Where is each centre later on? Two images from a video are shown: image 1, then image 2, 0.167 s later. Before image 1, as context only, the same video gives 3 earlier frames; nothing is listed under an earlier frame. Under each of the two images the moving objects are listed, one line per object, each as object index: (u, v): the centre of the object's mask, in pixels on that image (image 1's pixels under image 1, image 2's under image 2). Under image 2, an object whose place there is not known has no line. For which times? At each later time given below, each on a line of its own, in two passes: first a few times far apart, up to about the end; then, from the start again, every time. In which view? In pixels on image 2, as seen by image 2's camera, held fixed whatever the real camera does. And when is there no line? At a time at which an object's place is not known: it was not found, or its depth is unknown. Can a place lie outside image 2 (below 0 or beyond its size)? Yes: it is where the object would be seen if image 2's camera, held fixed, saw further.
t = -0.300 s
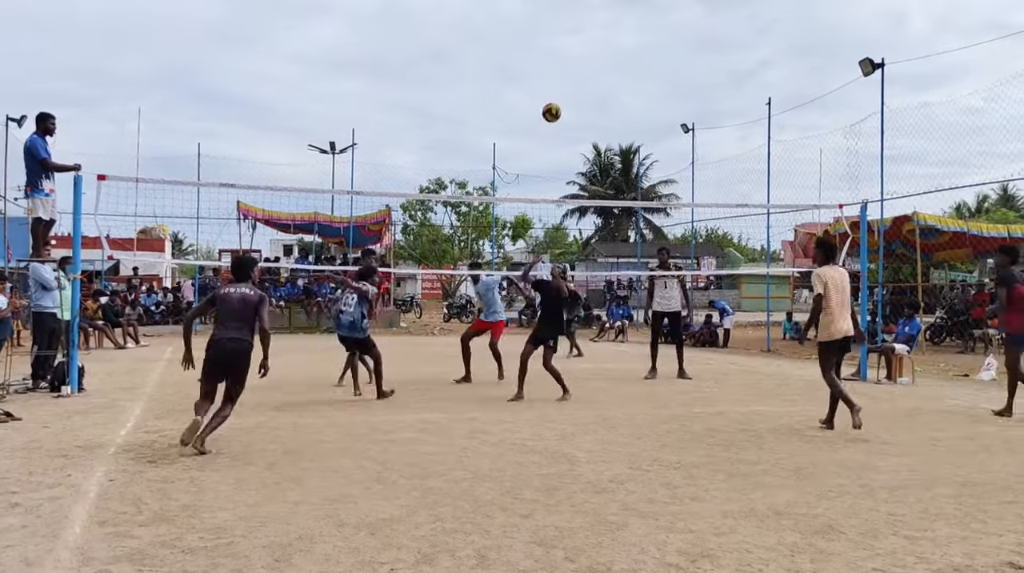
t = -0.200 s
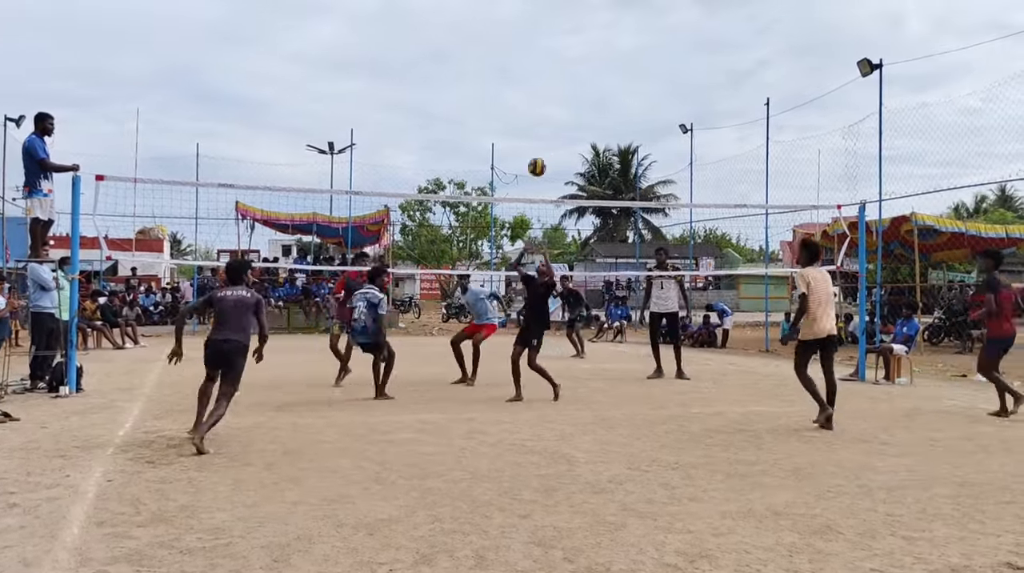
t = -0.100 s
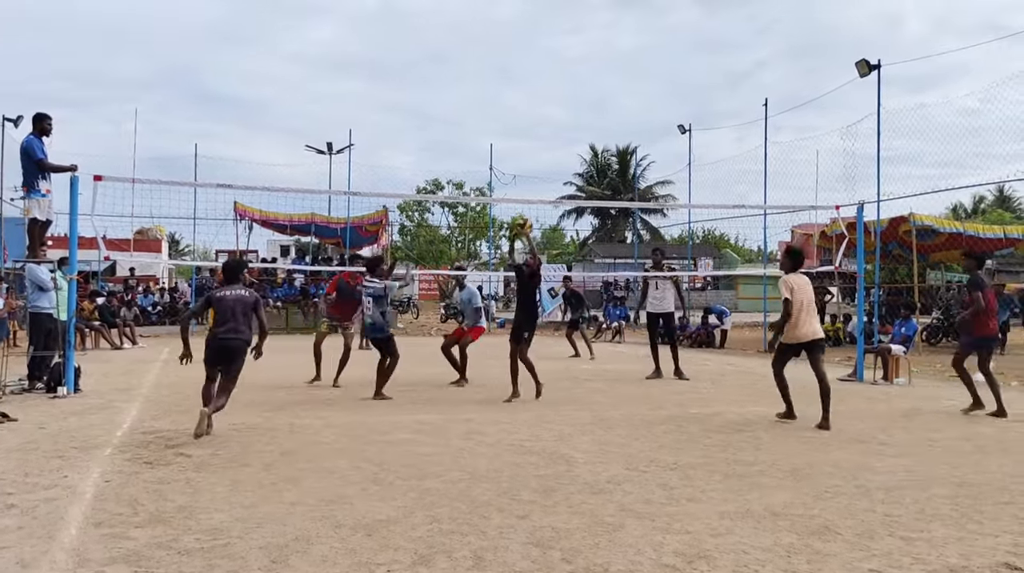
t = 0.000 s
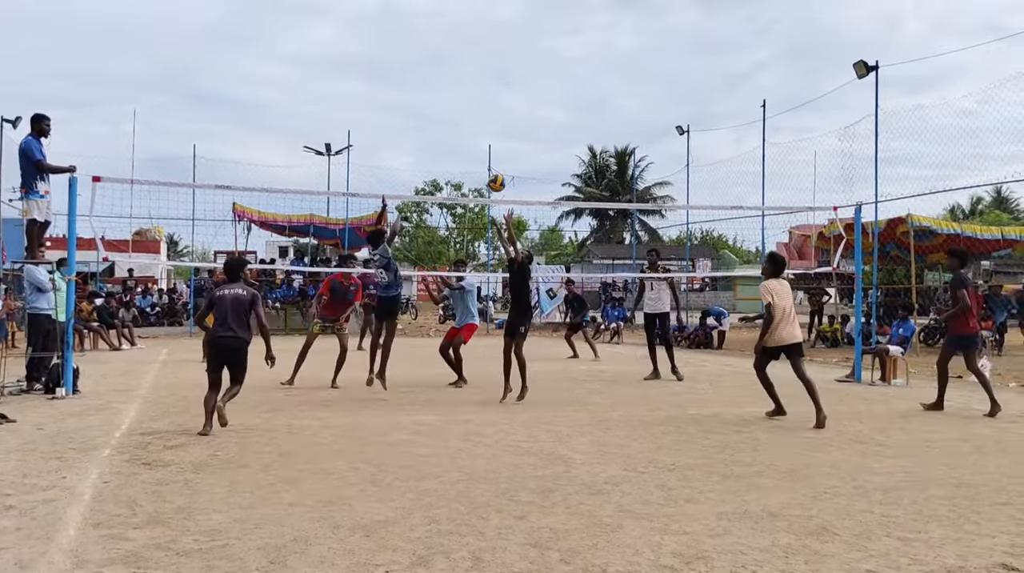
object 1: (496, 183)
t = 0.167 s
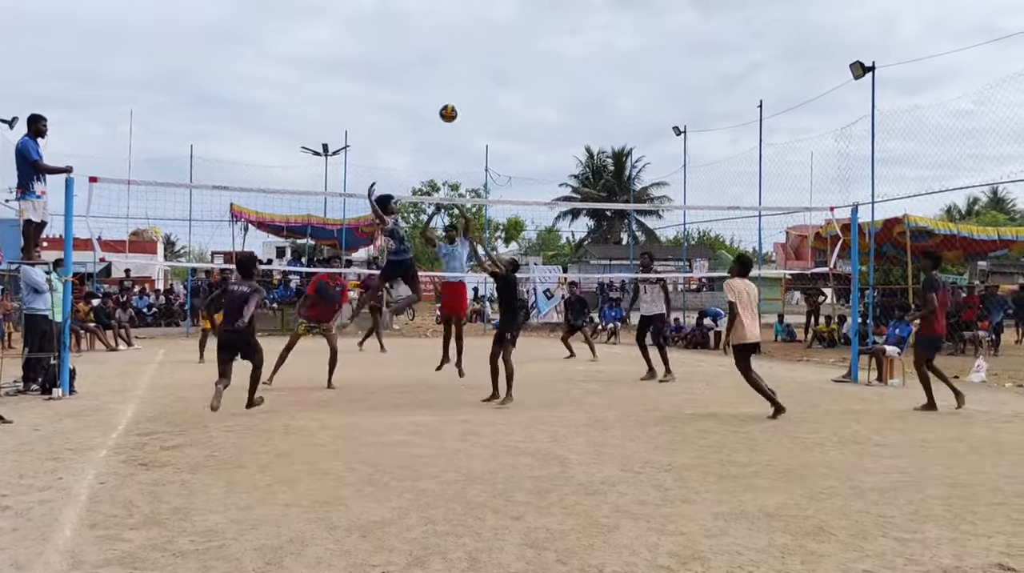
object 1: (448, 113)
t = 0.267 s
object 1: (422, 83)
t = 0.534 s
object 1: (359, 46)
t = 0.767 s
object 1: (308, 64)
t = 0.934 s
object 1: (274, 106)
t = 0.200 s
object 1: (439, 102)
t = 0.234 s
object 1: (431, 92)
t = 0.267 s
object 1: (422, 83)
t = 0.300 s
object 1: (414, 75)
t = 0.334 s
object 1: (406, 68)
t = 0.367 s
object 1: (398, 62)
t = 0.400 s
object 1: (390, 56)
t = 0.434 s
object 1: (382, 52)
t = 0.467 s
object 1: (374, 49)
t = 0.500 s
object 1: (366, 47)
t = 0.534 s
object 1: (359, 46)
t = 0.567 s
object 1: (351, 46)
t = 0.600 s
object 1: (344, 46)
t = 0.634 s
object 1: (336, 48)
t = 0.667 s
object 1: (329, 51)
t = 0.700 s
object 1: (322, 54)
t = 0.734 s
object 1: (315, 59)
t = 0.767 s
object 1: (308, 64)
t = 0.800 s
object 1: (301, 71)
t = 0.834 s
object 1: (294, 78)
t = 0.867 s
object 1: (287, 86)
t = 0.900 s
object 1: (281, 96)
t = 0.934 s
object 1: (274, 106)
